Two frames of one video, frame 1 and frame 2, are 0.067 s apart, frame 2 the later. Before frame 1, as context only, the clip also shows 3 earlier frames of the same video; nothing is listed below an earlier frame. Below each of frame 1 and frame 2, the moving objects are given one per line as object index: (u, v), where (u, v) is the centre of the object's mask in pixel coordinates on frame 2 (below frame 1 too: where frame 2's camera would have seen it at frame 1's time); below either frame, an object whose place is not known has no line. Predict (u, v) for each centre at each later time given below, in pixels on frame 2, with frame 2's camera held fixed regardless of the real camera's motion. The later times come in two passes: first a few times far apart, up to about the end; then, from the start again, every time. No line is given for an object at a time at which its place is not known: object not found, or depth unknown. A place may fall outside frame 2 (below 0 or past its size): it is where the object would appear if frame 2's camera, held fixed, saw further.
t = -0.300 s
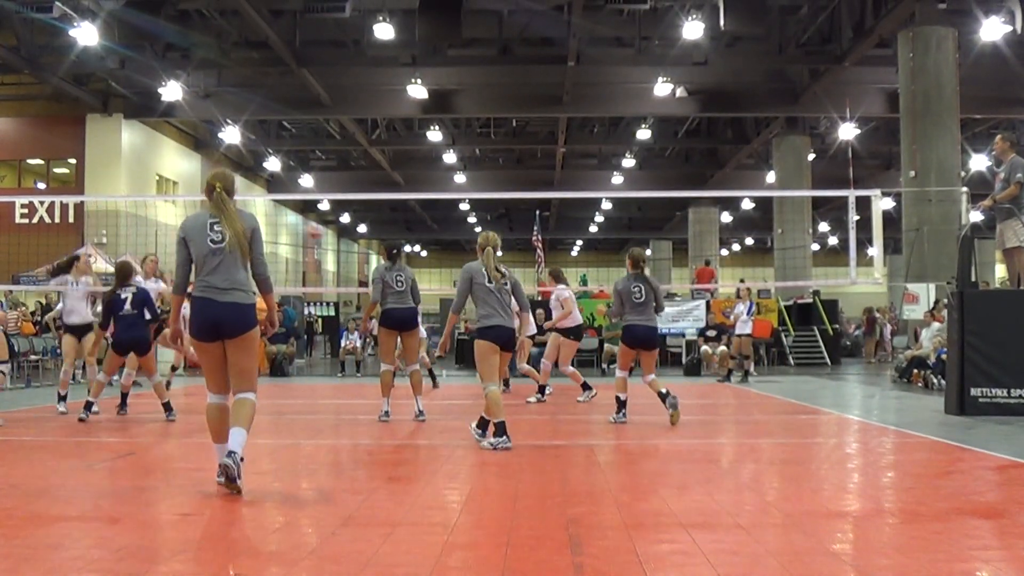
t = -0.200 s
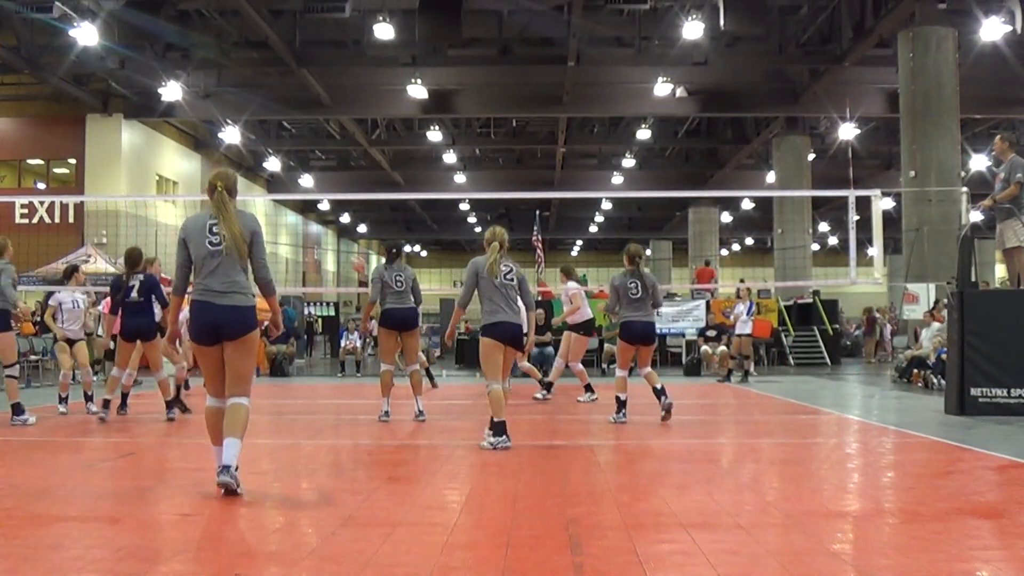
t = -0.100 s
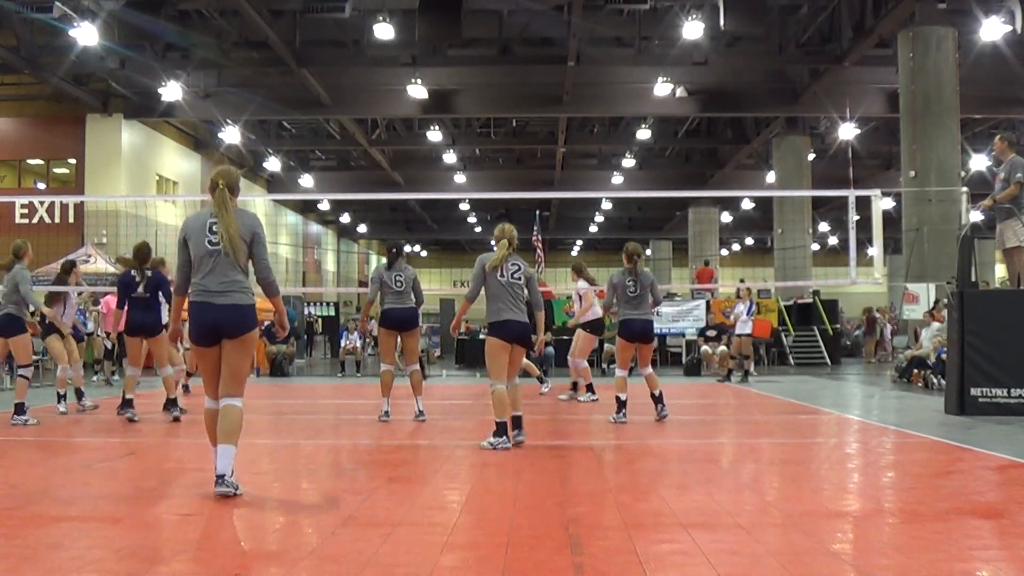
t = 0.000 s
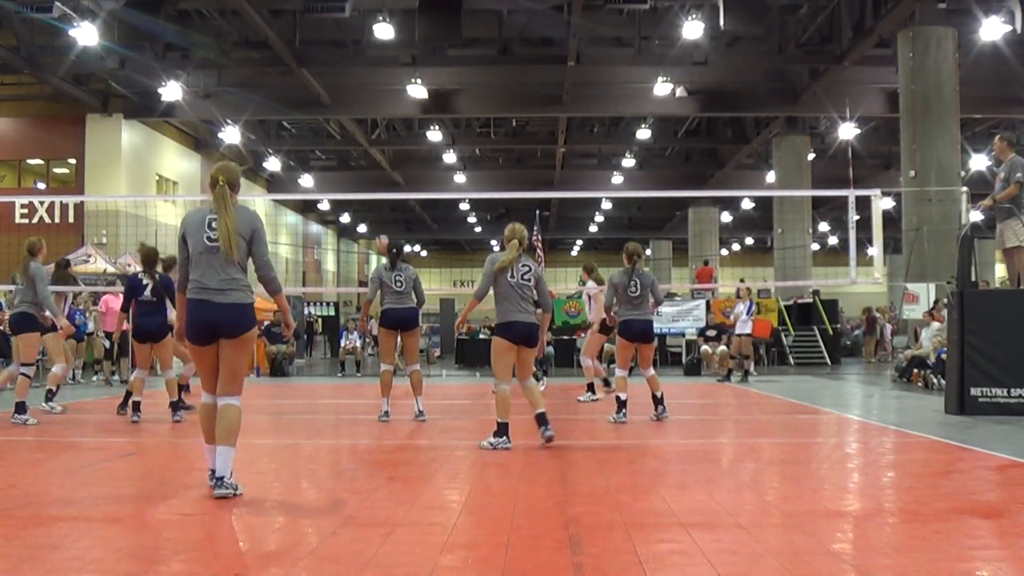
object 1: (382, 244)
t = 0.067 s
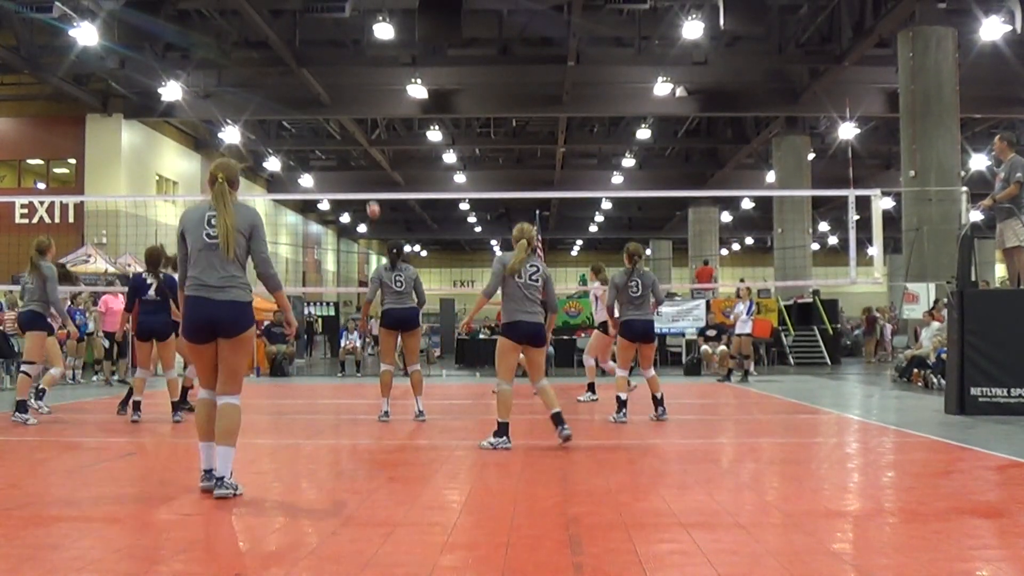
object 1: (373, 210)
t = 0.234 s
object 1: (349, 138)
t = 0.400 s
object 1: (327, 84)
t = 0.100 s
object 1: (369, 194)
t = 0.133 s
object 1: (364, 179)
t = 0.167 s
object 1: (359, 164)
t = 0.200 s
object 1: (354, 152)
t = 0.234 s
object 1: (349, 138)
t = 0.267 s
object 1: (344, 126)
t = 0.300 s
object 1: (340, 114)
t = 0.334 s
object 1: (336, 104)
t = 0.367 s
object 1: (331, 93)
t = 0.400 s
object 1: (327, 84)
